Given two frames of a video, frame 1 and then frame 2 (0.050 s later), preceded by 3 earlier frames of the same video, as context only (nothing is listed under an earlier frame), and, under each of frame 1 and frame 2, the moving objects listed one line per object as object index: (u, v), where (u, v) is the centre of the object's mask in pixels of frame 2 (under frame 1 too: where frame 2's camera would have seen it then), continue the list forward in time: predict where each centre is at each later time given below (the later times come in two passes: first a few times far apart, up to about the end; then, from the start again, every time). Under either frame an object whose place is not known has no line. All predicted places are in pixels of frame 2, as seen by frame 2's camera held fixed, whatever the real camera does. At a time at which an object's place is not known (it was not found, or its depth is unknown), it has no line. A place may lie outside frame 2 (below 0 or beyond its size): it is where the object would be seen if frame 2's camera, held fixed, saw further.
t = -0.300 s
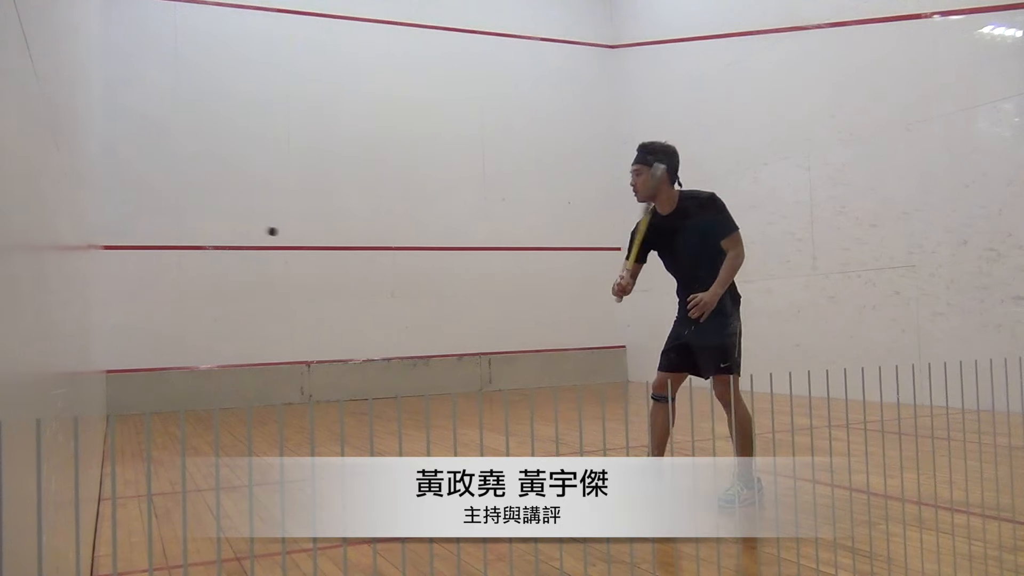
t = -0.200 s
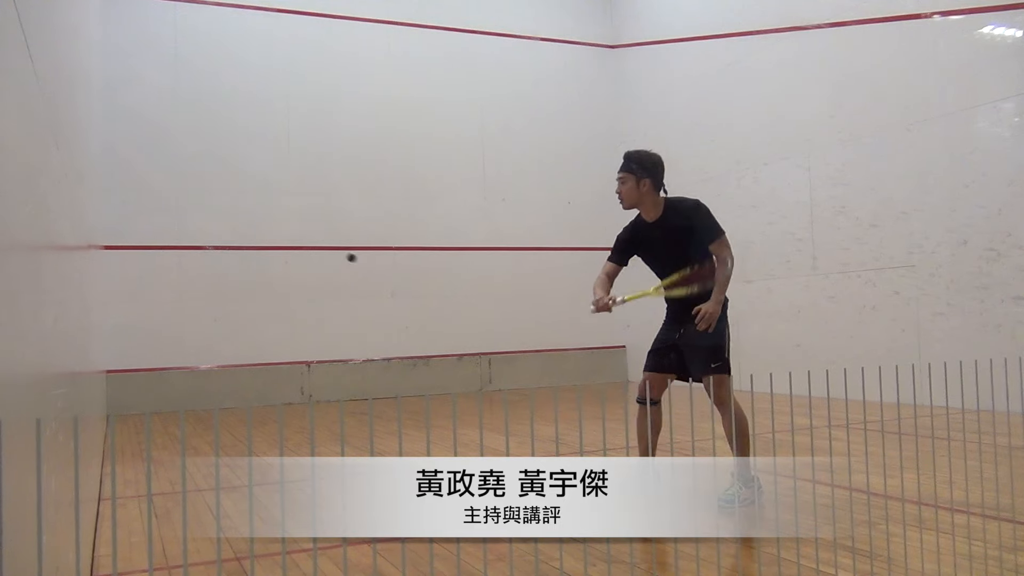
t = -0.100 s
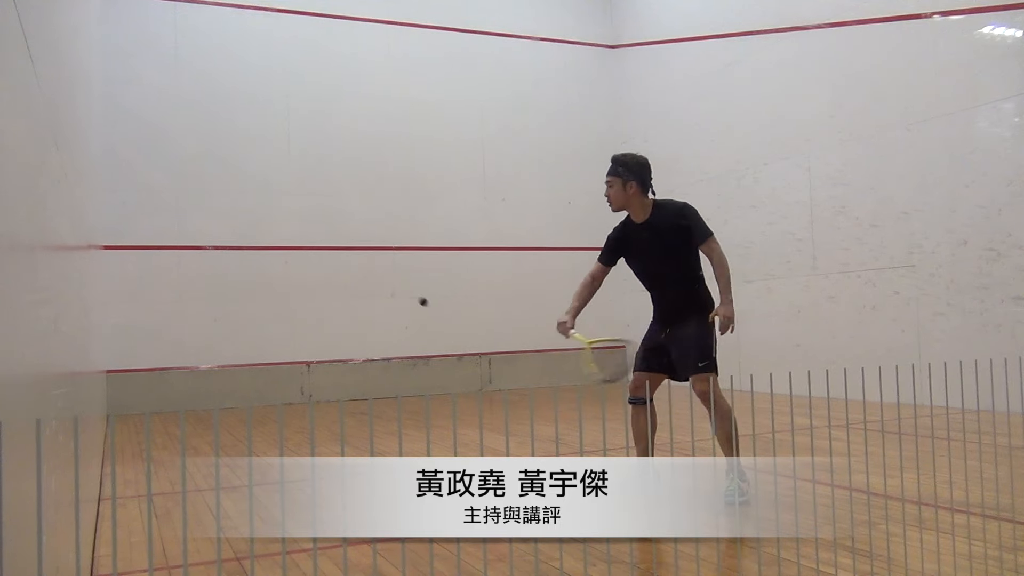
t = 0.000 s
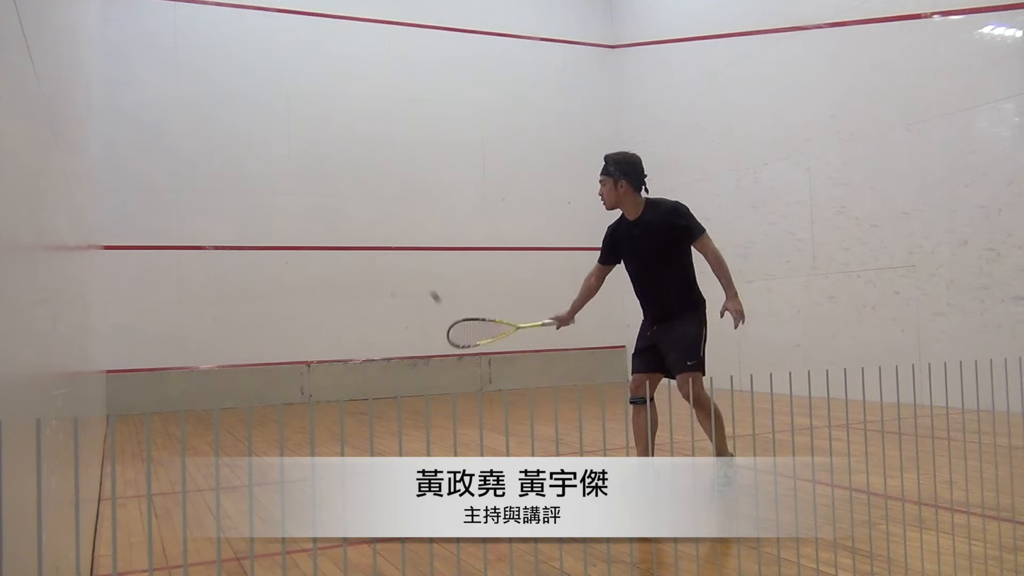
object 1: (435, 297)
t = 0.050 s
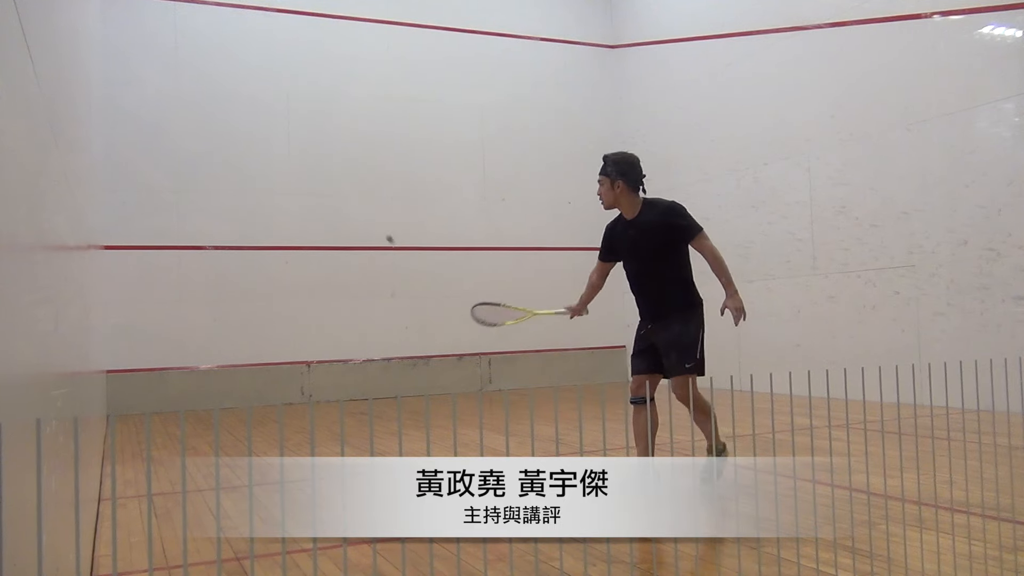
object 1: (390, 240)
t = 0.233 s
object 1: (299, 144)
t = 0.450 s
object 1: (281, 99)
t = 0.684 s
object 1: (310, 60)
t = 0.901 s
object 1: (350, 70)
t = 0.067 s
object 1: (378, 225)
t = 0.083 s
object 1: (366, 212)
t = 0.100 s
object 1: (356, 200)
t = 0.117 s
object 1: (347, 190)
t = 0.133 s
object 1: (339, 181)
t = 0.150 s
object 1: (331, 173)
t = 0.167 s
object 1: (324, 166)
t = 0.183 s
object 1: (317, 159)
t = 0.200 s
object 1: (311, 154)
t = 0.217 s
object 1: (305, 149)
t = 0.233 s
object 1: (299, 144)
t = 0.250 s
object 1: (294, 141)
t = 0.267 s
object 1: (289, 137)
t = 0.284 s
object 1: (285, 134)
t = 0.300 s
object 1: (281, 131)
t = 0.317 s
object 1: (277, 130)
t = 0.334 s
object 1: (273, 128)
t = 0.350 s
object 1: (271, 126)
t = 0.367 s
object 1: (272, 121)
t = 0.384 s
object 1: (274, 116)
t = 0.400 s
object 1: (275, 111)
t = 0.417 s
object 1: (277, 107)
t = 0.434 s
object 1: (279, 103)
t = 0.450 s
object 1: (281, 99)
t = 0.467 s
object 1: (282, 95)
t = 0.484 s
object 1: (284, 91)
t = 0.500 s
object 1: (286, 87)
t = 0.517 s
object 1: (288, 84)
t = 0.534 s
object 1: (290, 81)
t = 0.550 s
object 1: (292, 78)
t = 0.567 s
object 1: (294, 75)
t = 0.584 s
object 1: (296, 72)
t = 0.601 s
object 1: (299, 70)
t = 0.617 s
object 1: (301, 67)
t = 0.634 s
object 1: (303, 65)
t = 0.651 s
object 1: (305, 63)
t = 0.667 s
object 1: (308, 62)
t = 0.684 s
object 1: (310, 60)
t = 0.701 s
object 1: (313, 59)
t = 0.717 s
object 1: (315, 59)
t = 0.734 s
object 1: (318, 58)
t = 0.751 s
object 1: (321, 58)
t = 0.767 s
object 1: (324, 58)
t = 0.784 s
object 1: (326, 58)
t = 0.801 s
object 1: (329, 59)
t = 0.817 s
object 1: (332, 59)
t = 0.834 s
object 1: (336, 61)
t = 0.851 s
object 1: (339, 63)
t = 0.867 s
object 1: (342, 65)
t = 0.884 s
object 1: (346, 67)
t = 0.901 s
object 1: (350, 70)
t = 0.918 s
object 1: (354, 73)
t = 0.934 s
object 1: (357, 77)
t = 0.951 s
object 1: (361, 81)
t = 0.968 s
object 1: (365, 86)
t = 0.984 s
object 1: (370, 91)
